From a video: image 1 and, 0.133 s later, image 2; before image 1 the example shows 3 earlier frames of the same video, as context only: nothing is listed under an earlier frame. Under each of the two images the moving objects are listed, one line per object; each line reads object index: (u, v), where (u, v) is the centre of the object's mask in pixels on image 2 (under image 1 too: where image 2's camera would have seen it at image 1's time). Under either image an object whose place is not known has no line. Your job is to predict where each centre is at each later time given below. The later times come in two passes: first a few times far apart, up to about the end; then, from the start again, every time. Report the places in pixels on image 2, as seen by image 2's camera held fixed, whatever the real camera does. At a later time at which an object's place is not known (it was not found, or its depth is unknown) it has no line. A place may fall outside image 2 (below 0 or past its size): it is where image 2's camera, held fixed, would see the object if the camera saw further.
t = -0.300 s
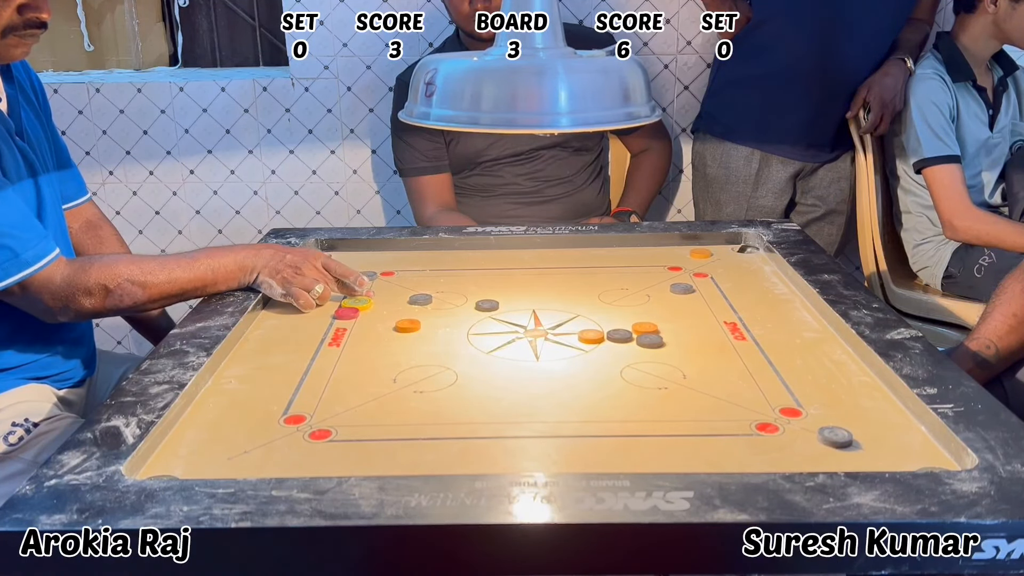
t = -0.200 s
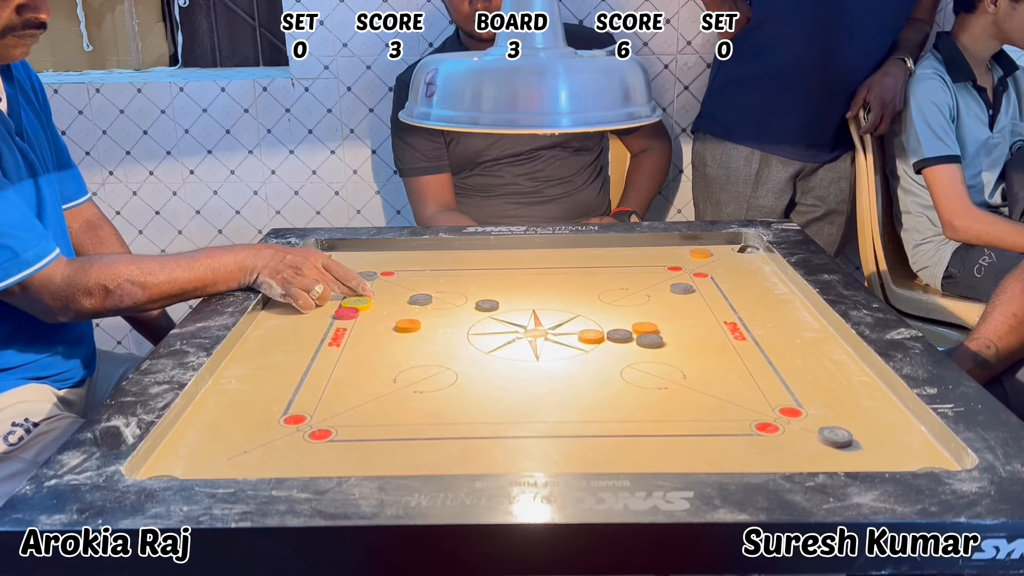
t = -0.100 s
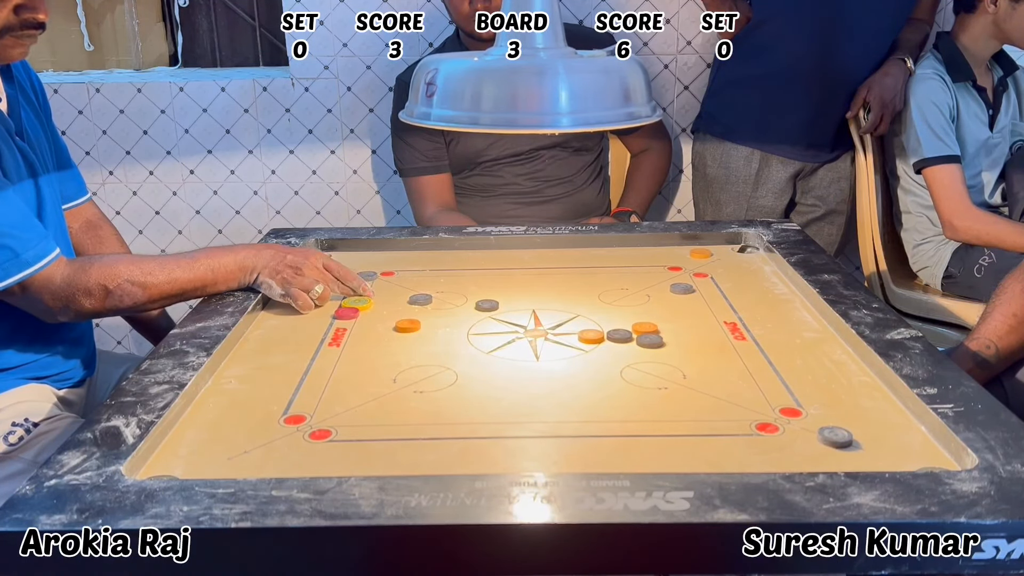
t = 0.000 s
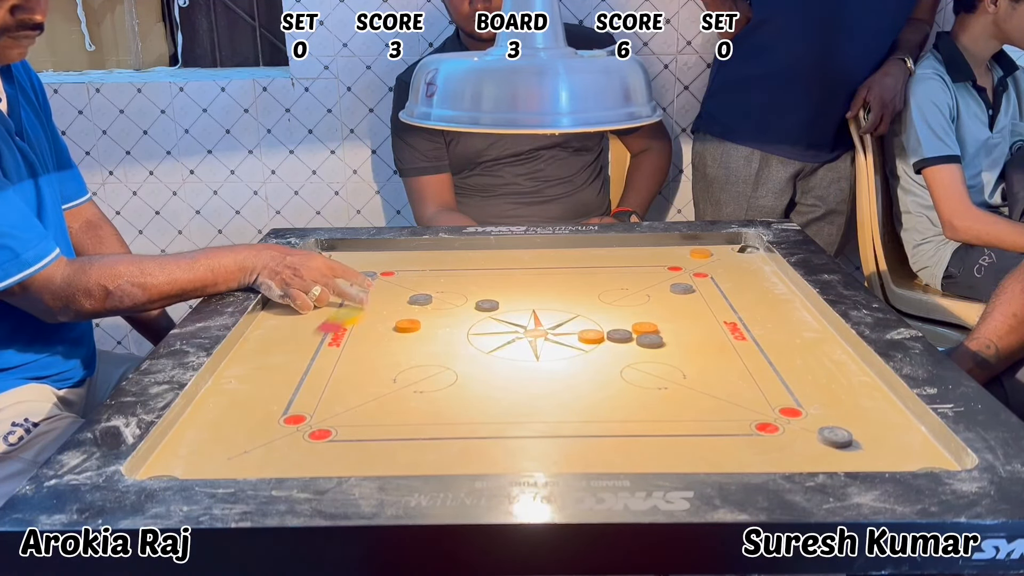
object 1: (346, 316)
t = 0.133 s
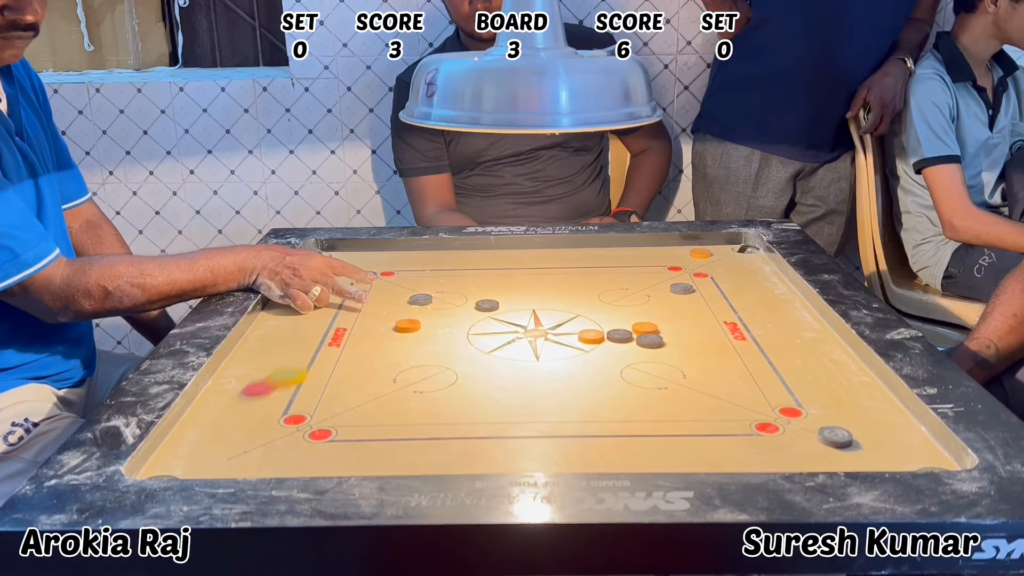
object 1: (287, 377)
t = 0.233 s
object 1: (232, 431)
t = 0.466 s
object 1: (295, 446)
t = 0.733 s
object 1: (403, 397)
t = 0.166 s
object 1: (269, 394)
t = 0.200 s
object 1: (251, 413)
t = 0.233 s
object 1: (232, 431)
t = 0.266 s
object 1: (213, 452)
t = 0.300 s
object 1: (194, 470)
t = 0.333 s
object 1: (209, 474)
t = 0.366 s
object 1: (234, 469)
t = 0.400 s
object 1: (254, 463)
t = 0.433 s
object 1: (276, 454)
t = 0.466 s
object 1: (295, 446)
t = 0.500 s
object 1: (314, 438)
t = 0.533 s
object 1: (330, 430)
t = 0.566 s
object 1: (346, 423)
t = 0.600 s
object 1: (360, 417)
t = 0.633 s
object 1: (373, 411)
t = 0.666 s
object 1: (384, 406)
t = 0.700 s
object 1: (394, 401)
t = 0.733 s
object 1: (403, 397)
